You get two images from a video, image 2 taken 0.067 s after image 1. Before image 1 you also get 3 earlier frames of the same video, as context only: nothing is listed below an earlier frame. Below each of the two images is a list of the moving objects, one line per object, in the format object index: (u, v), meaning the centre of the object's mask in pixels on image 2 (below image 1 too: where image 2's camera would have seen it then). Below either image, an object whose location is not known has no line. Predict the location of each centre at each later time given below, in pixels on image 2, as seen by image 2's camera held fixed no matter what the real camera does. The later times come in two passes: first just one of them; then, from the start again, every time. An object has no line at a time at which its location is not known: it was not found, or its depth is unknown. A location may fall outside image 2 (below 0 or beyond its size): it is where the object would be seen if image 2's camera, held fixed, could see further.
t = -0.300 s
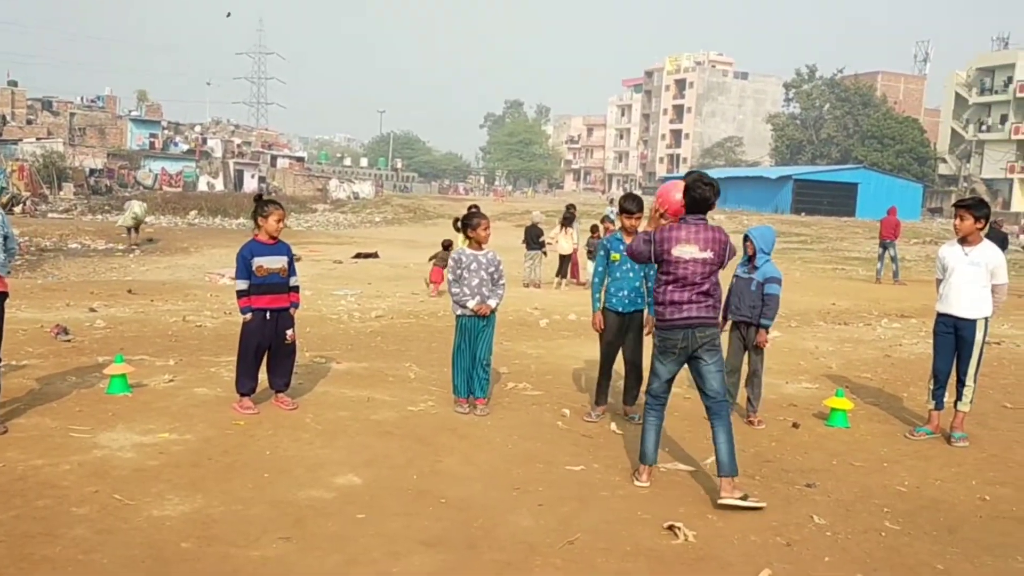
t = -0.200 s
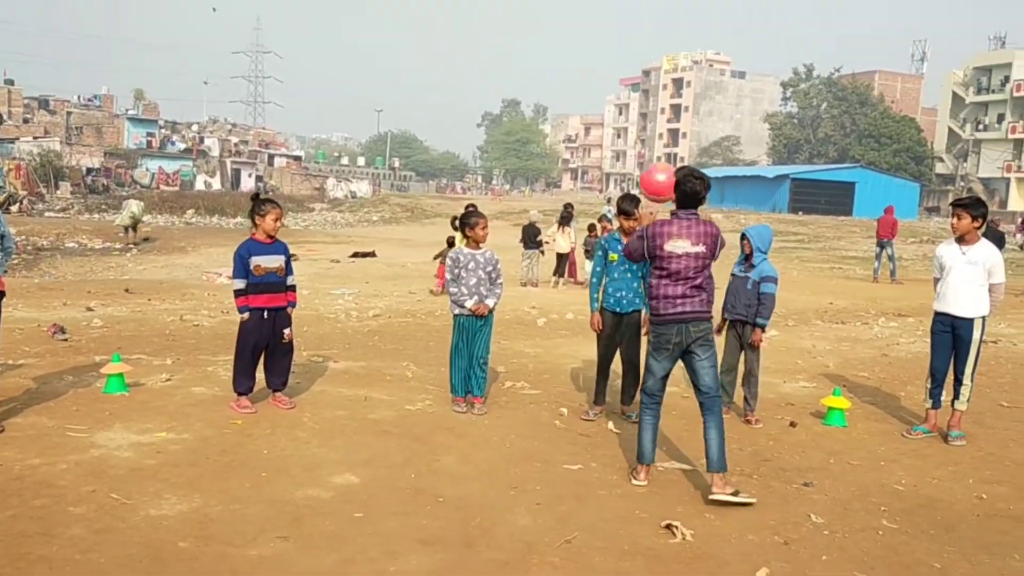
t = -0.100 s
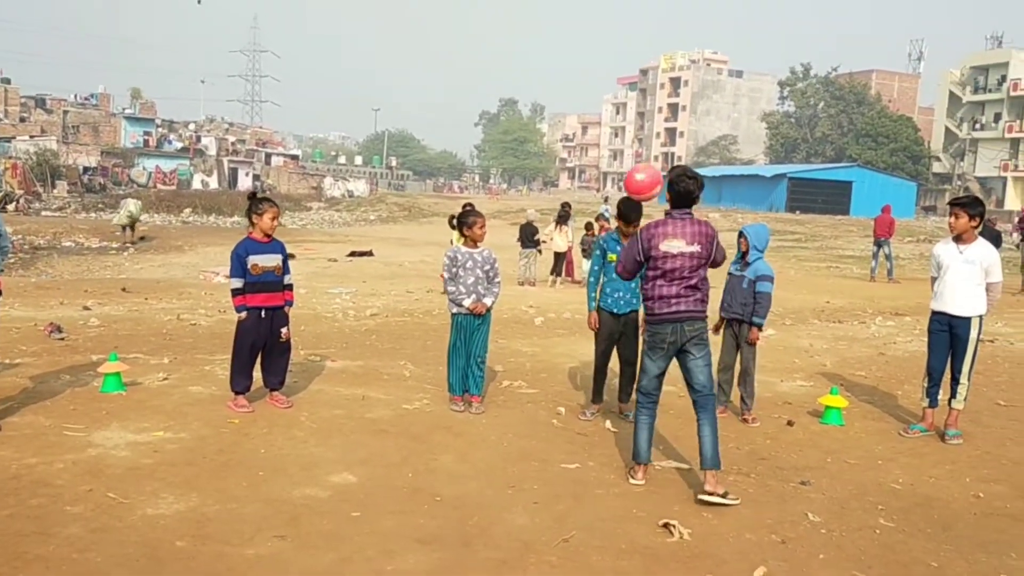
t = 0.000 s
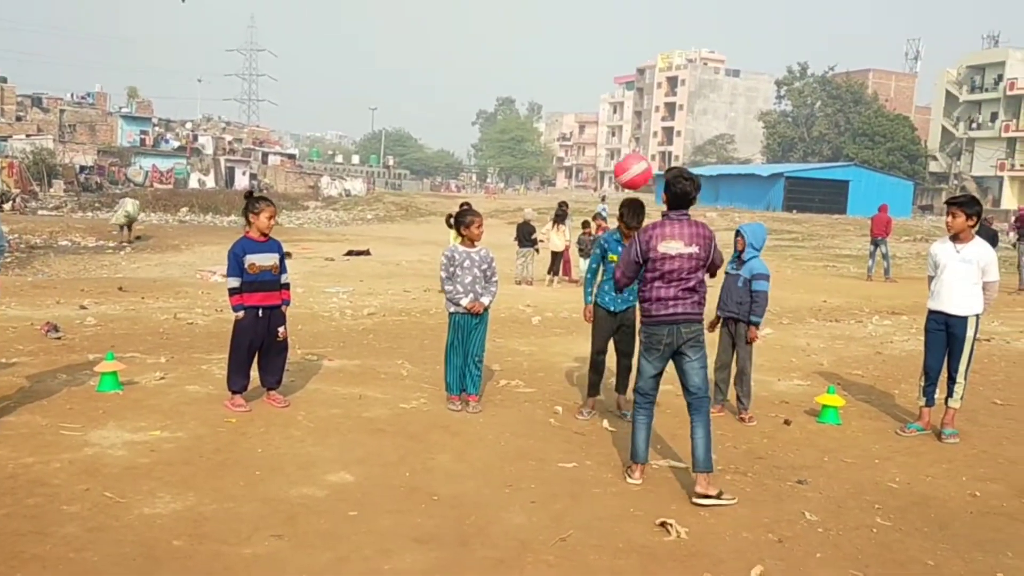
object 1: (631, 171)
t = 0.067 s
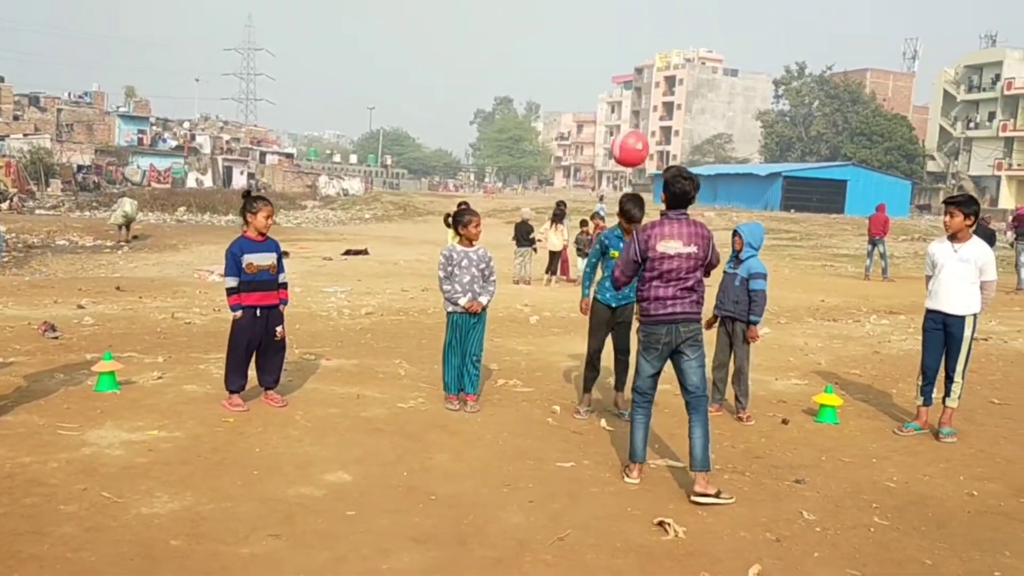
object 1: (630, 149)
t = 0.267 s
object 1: (626, 128)
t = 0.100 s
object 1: (629, 140)
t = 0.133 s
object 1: (629, 134)
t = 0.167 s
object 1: (628, 130)
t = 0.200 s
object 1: (628, 127)
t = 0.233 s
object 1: (626, 127)
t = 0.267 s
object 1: (626, 128)
